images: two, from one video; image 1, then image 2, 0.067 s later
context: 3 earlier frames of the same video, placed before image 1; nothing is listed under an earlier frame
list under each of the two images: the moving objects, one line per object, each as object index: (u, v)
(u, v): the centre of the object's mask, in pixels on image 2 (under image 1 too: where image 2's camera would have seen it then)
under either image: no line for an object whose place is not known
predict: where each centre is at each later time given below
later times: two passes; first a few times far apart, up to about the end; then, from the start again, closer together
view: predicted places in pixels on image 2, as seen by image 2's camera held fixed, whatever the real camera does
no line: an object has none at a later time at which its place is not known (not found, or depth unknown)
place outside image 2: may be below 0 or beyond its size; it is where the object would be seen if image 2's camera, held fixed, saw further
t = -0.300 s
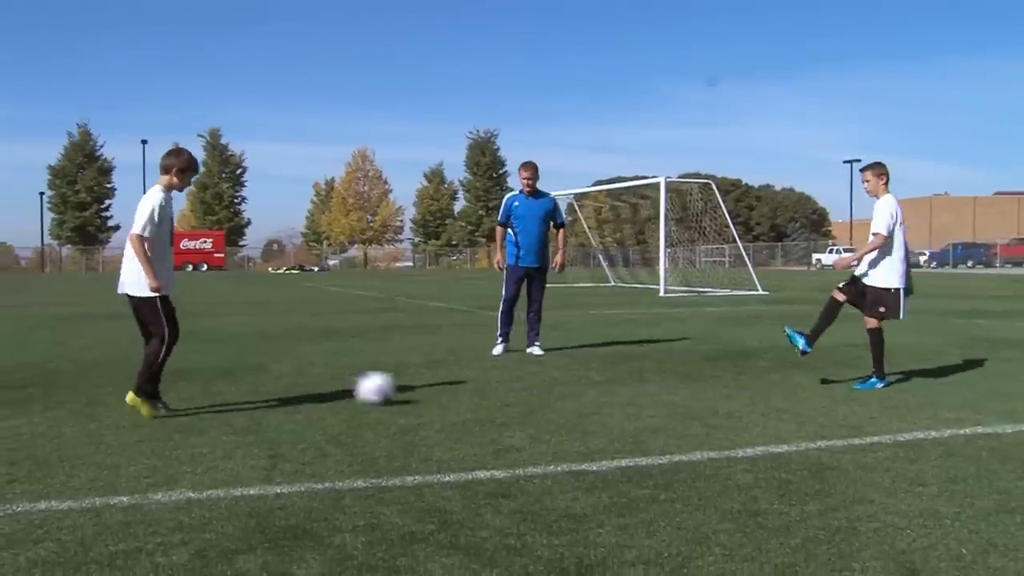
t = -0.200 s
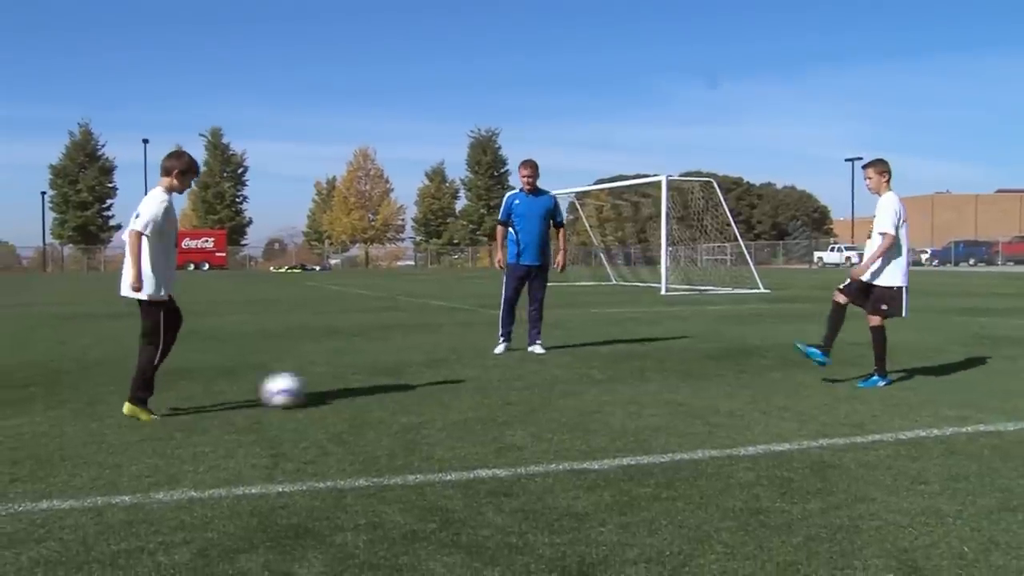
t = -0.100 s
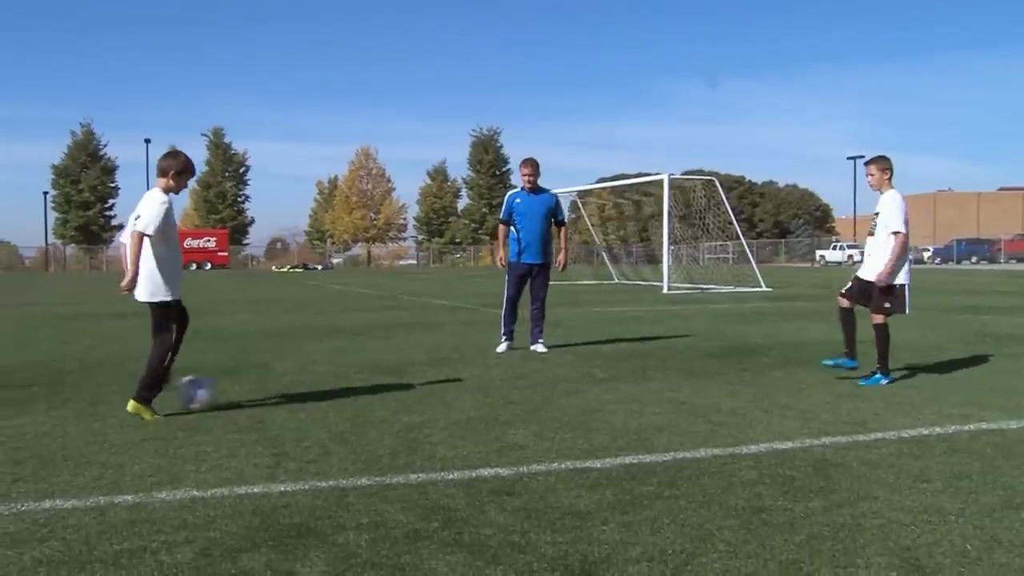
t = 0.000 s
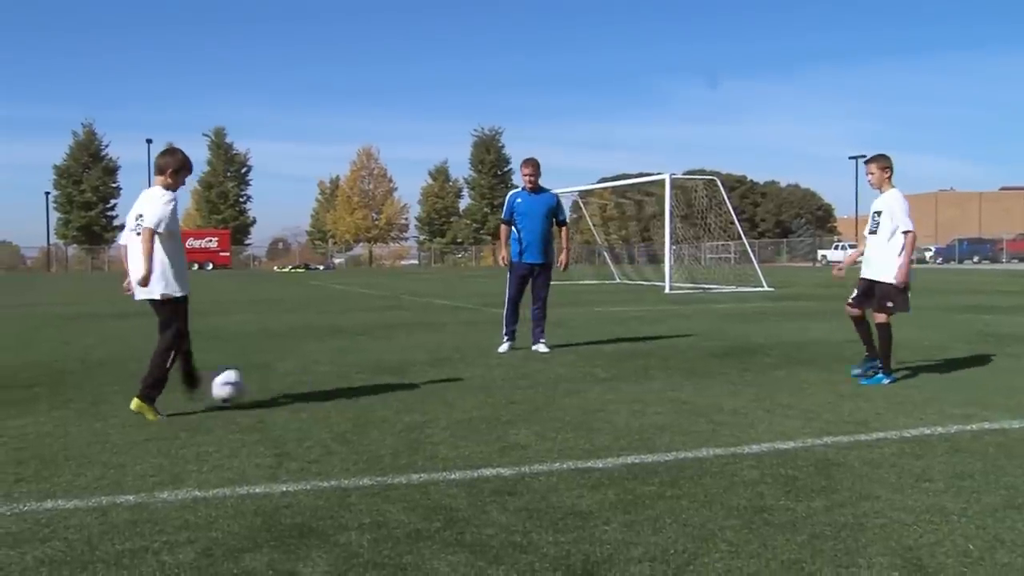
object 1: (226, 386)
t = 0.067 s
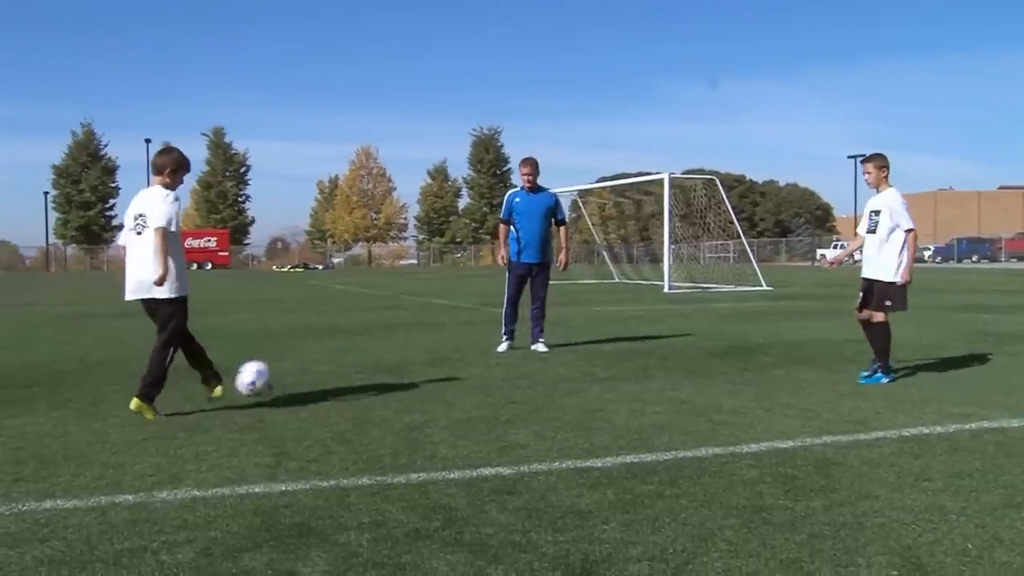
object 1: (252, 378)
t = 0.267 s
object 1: (339, 384)
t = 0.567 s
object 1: (461, 383)
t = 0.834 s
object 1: (560, 378)
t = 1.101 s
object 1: (646, 375)
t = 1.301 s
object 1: (702, 373)
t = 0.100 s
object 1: (266, 378)
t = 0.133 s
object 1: (280, 379)
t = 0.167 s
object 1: (295, 384)
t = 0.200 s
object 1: (311, 389)
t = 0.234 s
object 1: (325, 388)
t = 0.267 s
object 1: (339, 384)
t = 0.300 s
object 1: (353, 382)
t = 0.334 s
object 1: (368, 382)
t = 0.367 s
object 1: (381, 383)
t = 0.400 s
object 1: (395, 386)
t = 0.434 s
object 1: (409, 385)
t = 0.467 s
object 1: (423, 383)
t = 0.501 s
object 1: (435, 383)
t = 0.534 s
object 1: (449, 384)
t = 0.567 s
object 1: (461, 383)
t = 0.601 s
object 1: (475, 382)
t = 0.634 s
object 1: (487, 381)
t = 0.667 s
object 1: (500, 381)
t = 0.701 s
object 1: (512, 380)
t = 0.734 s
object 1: (524, 380)
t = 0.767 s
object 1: (538, 380)
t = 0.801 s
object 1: (550, 379)
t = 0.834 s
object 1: (560, 378)
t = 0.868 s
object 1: (571, 378)
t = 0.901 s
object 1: (583, 378)
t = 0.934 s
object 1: (593, 378)
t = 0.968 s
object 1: (603, 377)
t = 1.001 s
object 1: (614, 376)
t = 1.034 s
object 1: (625, 376)
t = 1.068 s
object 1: (636, 376)
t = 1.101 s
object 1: (646, 375)
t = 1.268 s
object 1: (693, 373)
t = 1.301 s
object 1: (702, 373)
